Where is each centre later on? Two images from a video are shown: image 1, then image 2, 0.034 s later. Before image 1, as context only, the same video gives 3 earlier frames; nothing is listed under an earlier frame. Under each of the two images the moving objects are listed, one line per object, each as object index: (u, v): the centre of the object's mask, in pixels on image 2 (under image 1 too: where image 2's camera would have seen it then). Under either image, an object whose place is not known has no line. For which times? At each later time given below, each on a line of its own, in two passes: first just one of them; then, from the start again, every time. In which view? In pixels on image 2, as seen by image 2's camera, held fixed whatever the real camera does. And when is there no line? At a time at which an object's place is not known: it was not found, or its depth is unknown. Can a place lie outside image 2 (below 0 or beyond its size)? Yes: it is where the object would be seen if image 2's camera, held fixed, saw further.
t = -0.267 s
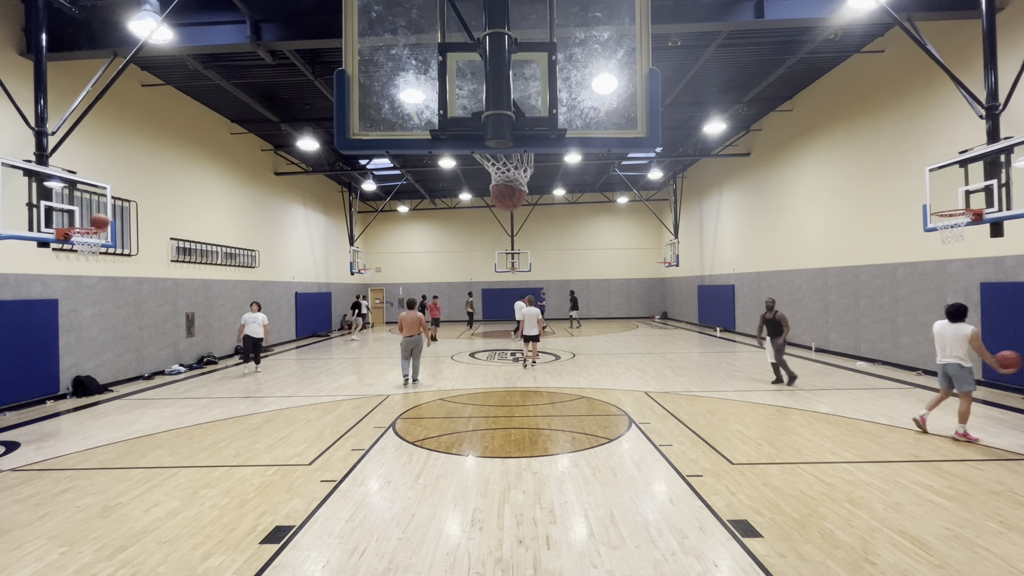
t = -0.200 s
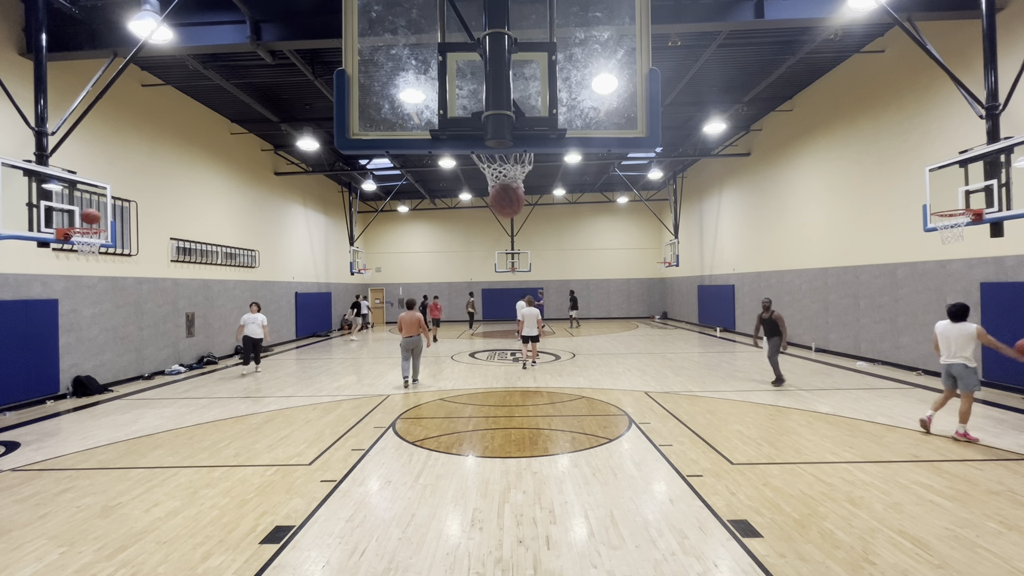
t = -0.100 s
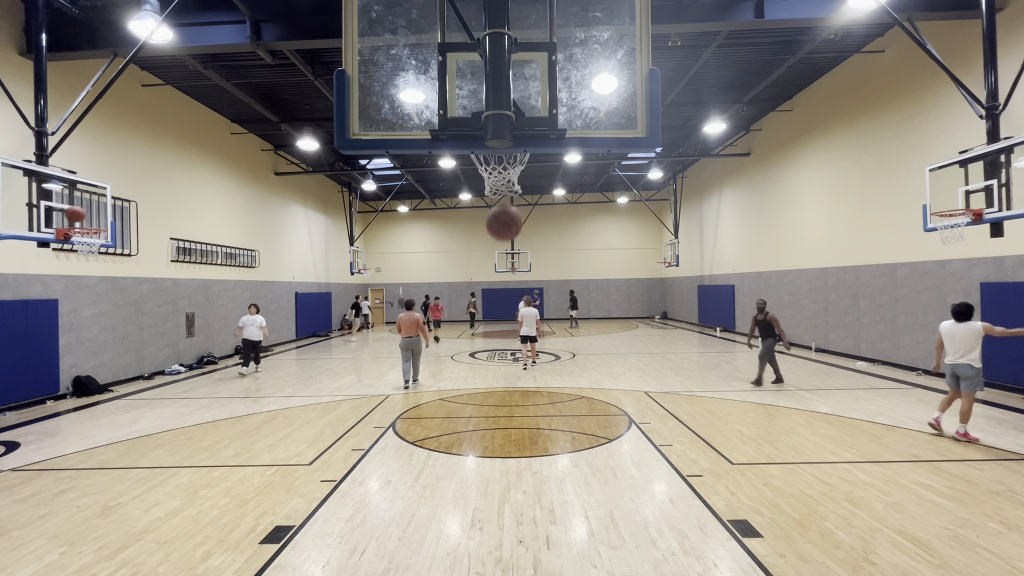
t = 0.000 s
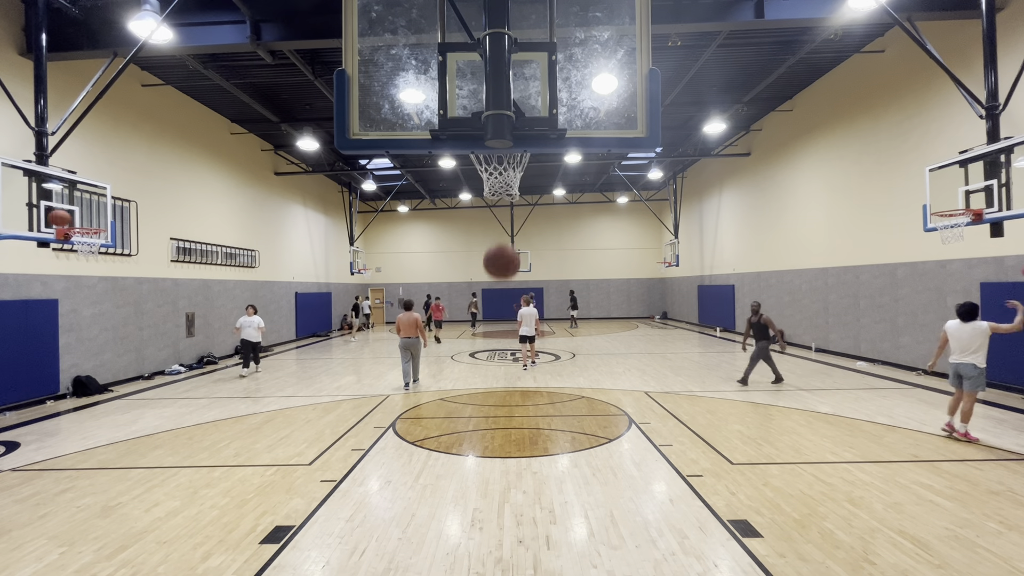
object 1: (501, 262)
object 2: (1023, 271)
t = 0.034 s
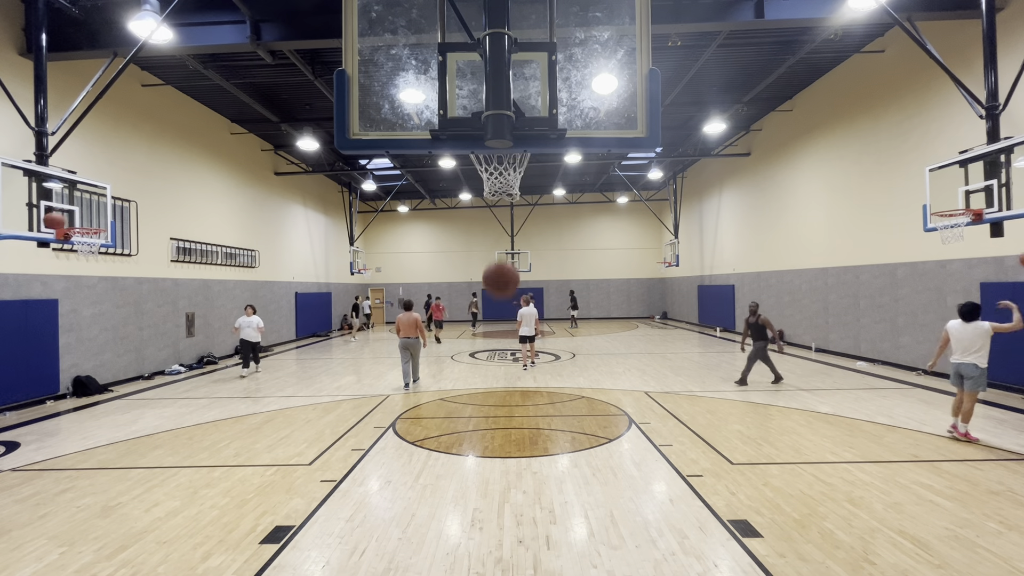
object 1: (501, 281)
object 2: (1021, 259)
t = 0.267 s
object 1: (496, 451)
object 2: (1014, 208)
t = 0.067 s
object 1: (501, 299)
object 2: (1021, 249)
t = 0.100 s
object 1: (499, 316)
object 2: (1020, 240)
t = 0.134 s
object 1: (498, 340)
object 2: (1019, 231)
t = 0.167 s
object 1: (498, 365)
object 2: (1018, 224)
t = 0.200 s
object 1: (497, 392)
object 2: (1016, 217)
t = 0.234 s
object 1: (497, 421)
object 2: (1015, 212)
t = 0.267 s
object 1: (496, 451)
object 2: (1014, 208)
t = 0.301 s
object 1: (496, 485)
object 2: (1013, 203)
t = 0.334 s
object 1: (495, 521)
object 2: (1011, 201)
